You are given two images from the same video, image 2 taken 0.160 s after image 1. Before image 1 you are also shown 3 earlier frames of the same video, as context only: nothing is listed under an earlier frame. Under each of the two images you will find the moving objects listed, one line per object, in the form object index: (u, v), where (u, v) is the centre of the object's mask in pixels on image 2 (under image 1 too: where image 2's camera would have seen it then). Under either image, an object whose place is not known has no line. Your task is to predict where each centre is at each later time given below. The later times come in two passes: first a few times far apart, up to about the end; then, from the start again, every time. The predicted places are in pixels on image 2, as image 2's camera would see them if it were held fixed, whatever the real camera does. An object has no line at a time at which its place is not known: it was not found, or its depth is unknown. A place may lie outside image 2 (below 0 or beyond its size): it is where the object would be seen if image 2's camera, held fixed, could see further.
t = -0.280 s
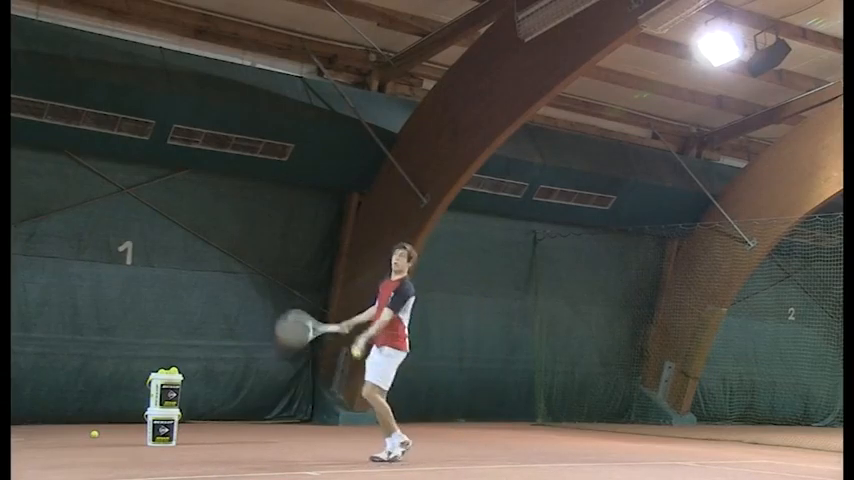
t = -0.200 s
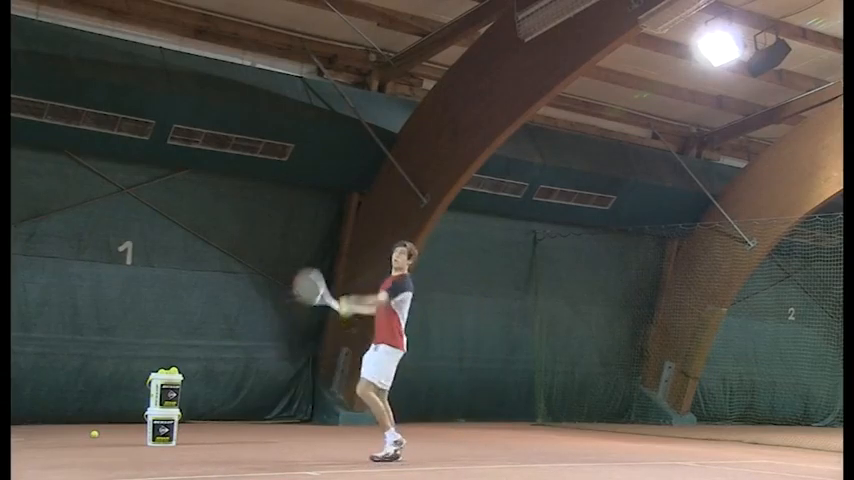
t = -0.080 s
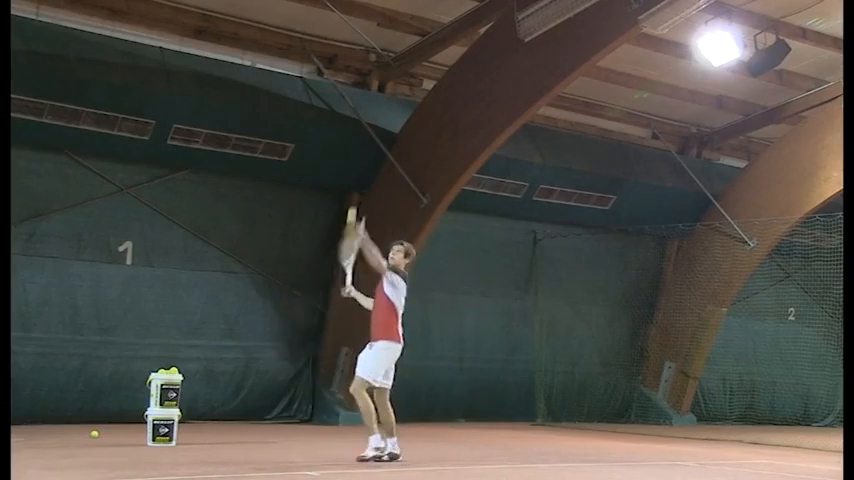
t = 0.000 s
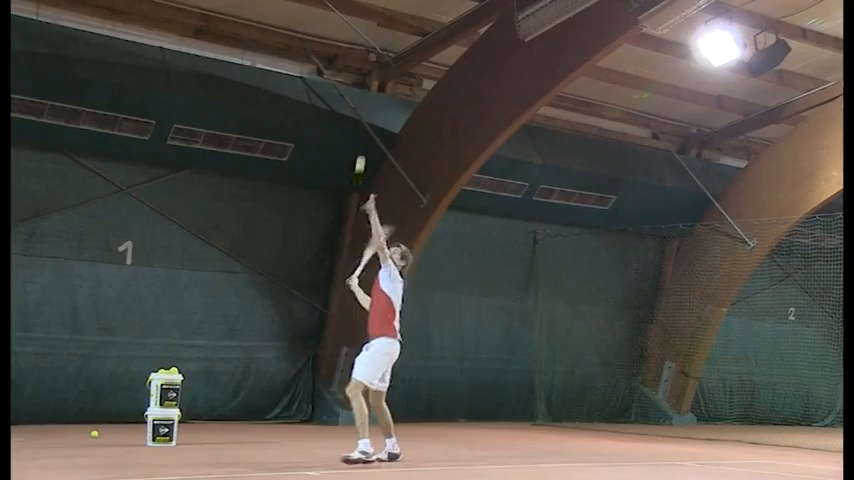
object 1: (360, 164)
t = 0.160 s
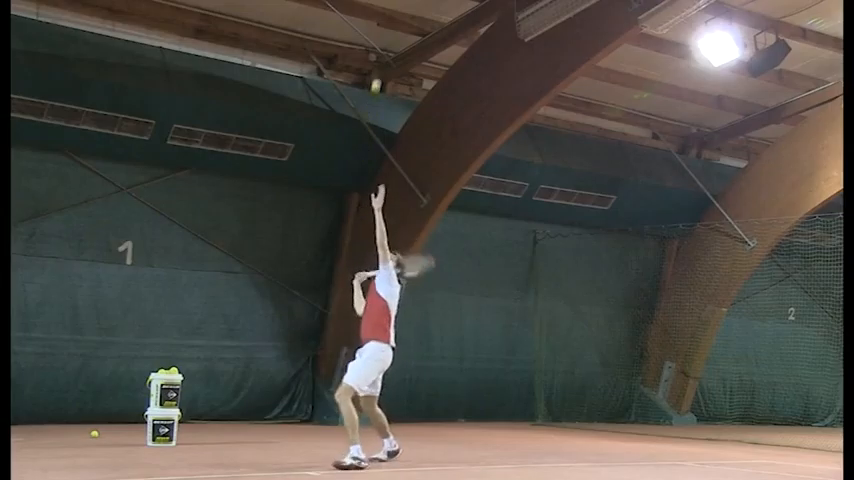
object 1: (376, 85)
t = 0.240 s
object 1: (383, 58)
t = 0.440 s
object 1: (401, 23)
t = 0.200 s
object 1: (379, 71)
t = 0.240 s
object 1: (383, 58)
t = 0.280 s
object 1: (386, 47)
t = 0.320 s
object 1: (390, 38)
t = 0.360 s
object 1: (394, 30)
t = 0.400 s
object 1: (397, 26)
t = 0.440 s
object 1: (401, 23)
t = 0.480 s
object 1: (404, 22)
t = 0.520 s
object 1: (407, 23)
